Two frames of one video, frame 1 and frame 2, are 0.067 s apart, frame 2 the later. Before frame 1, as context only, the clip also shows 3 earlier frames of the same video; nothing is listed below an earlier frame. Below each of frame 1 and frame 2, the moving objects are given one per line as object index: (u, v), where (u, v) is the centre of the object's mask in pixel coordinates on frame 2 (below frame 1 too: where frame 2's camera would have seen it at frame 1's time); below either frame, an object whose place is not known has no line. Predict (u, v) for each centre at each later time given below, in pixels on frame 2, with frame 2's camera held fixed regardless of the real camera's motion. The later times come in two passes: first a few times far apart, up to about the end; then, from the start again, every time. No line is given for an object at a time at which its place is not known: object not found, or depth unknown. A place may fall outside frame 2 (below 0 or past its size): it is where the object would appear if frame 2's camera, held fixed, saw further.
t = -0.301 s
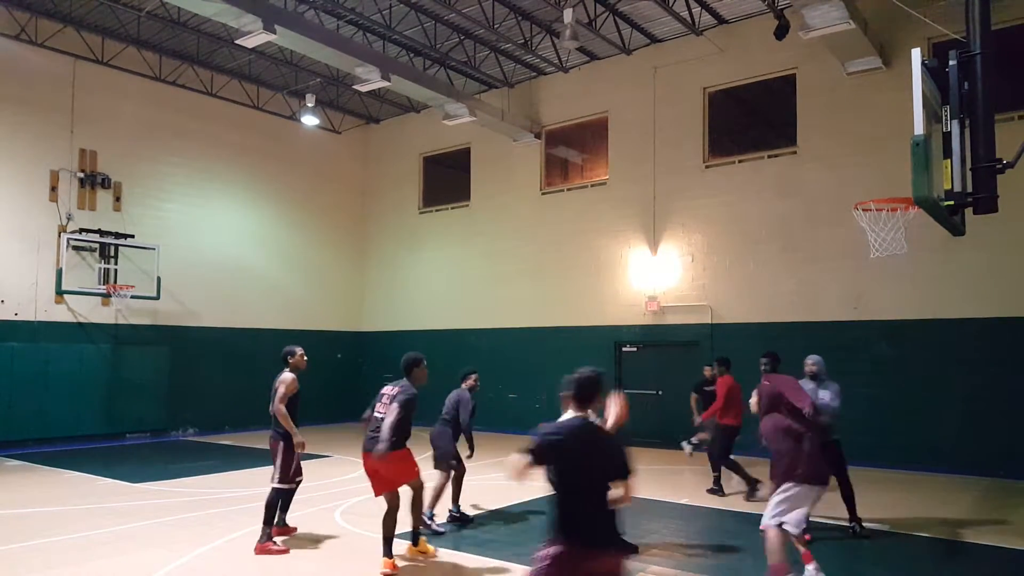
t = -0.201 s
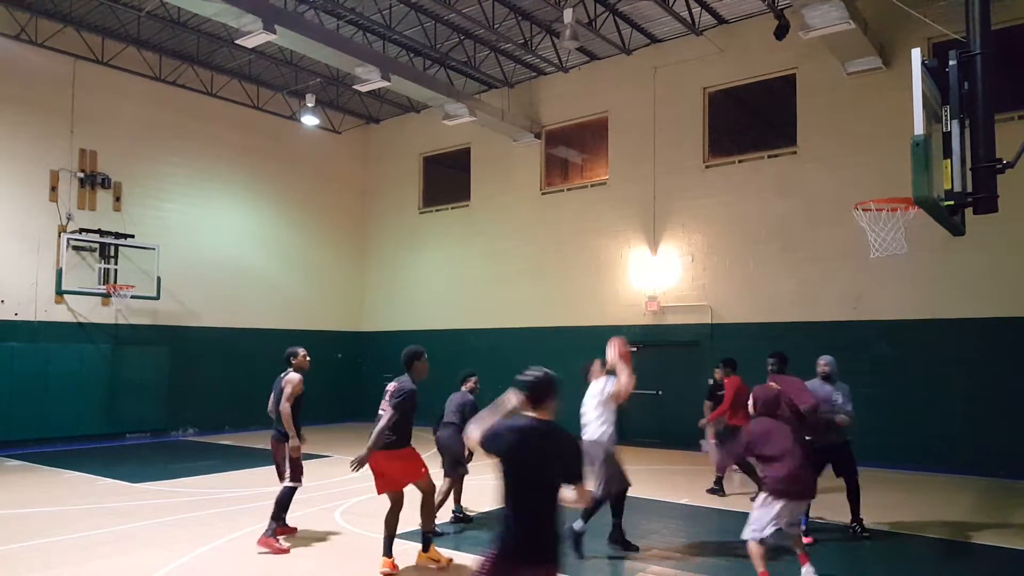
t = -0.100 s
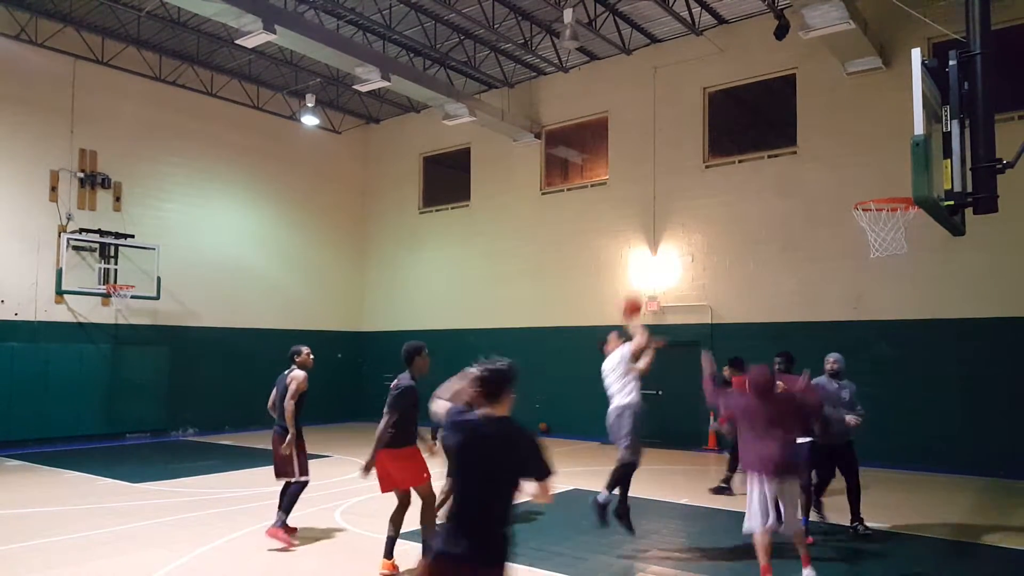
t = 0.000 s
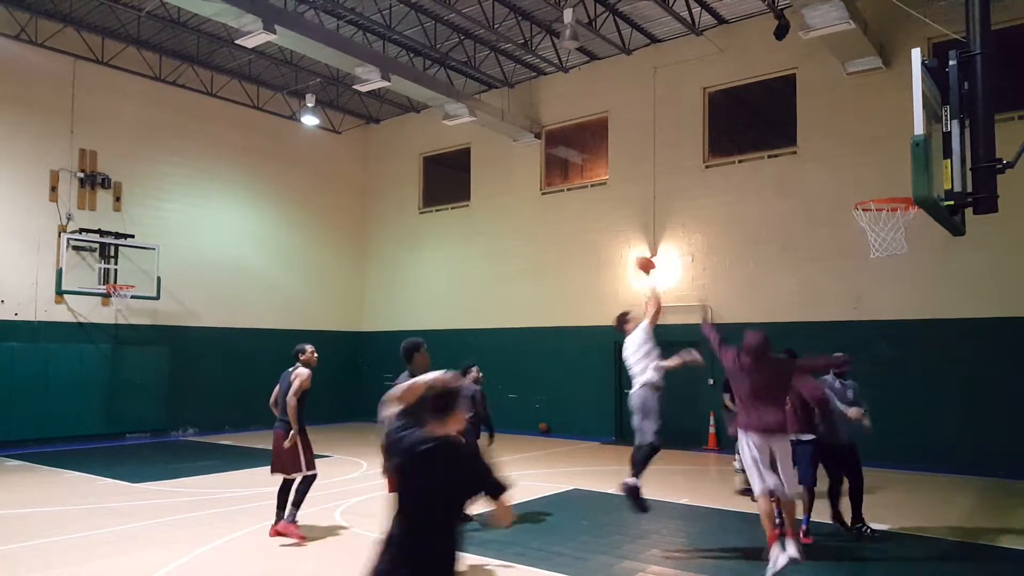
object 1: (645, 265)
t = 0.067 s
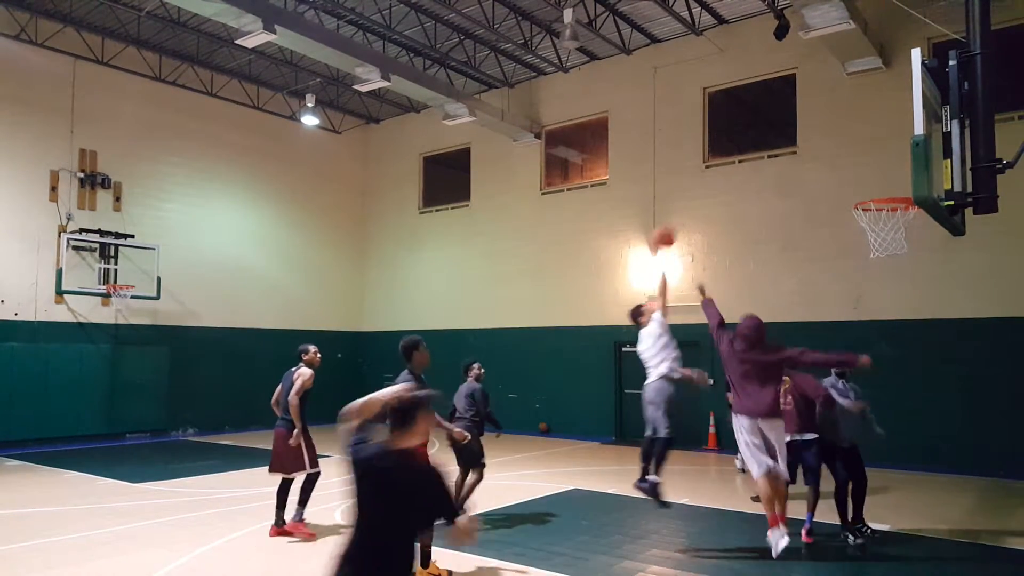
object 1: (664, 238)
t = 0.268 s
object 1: (724, 183)
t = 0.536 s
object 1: (809, 172)
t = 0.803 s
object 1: (833, 170)
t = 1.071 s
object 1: (798, 187)
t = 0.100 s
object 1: (676, 226)
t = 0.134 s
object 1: (685, 216)
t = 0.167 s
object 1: (694, 206)
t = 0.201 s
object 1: (704, 198)
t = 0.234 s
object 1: (713, 191)
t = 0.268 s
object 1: (724, 183)
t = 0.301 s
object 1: (733, 177)
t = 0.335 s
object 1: (744, 174)
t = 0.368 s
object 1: (755, 170)
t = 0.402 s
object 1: (765, 168)
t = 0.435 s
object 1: (776, 167)
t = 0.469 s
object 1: (787, 167)
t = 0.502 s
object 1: (798, 169)
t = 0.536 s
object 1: (809, 172)
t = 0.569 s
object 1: (821, 177)
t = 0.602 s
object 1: (833, 182)
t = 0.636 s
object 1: (845, 190)
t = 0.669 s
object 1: (849, 192)
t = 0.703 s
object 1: (845, 185)
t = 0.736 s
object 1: (841, 178)
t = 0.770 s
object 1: (837, 174)
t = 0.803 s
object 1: (833, 170)
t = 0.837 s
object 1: (828, 167)
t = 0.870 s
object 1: (824, 166)
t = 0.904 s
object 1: (820, 166)
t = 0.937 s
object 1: (815, 167)
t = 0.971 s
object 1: (811, 170)
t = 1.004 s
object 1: (807, 175)
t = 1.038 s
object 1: (803, 180)
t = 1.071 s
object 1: (798, 187)
